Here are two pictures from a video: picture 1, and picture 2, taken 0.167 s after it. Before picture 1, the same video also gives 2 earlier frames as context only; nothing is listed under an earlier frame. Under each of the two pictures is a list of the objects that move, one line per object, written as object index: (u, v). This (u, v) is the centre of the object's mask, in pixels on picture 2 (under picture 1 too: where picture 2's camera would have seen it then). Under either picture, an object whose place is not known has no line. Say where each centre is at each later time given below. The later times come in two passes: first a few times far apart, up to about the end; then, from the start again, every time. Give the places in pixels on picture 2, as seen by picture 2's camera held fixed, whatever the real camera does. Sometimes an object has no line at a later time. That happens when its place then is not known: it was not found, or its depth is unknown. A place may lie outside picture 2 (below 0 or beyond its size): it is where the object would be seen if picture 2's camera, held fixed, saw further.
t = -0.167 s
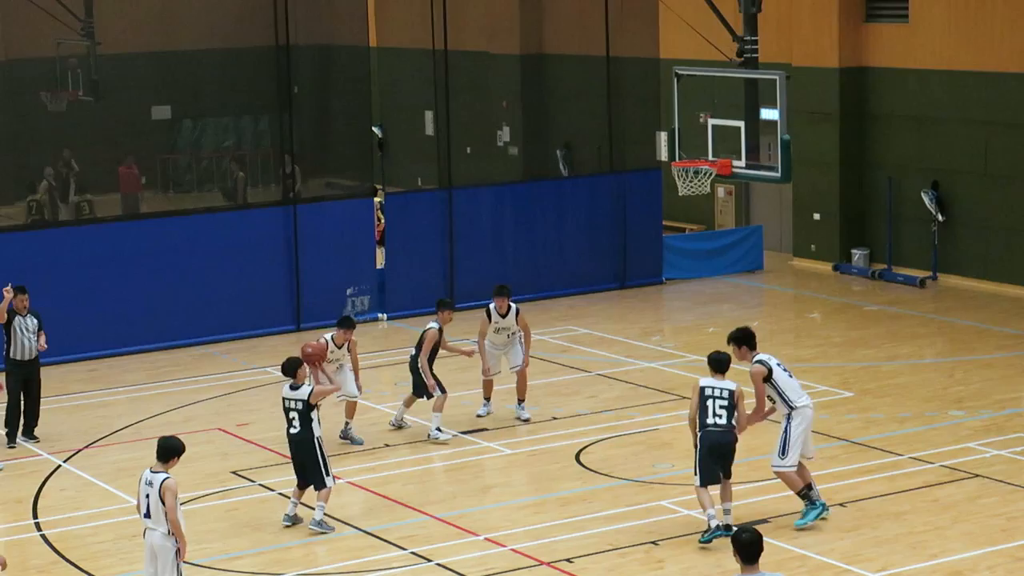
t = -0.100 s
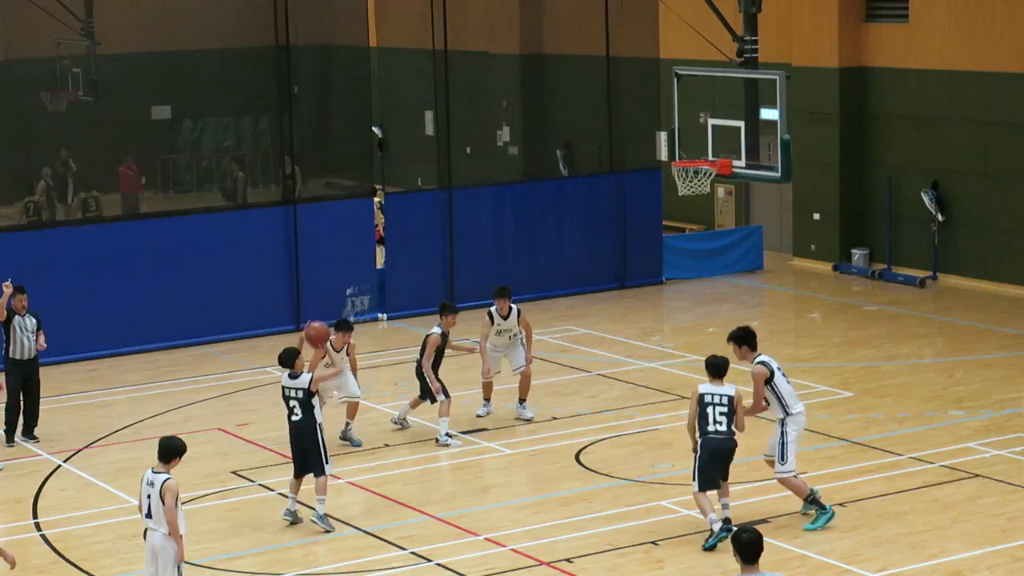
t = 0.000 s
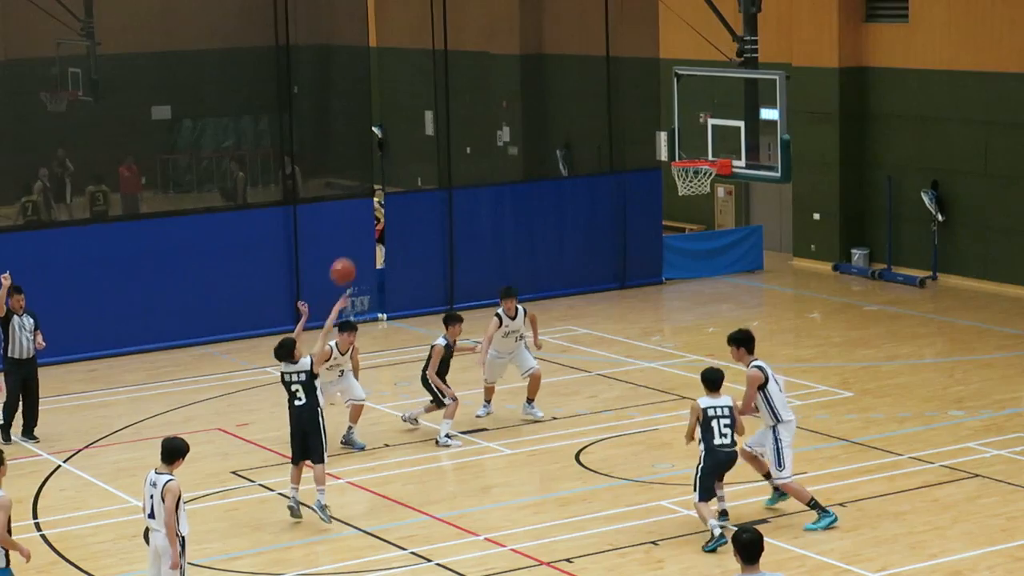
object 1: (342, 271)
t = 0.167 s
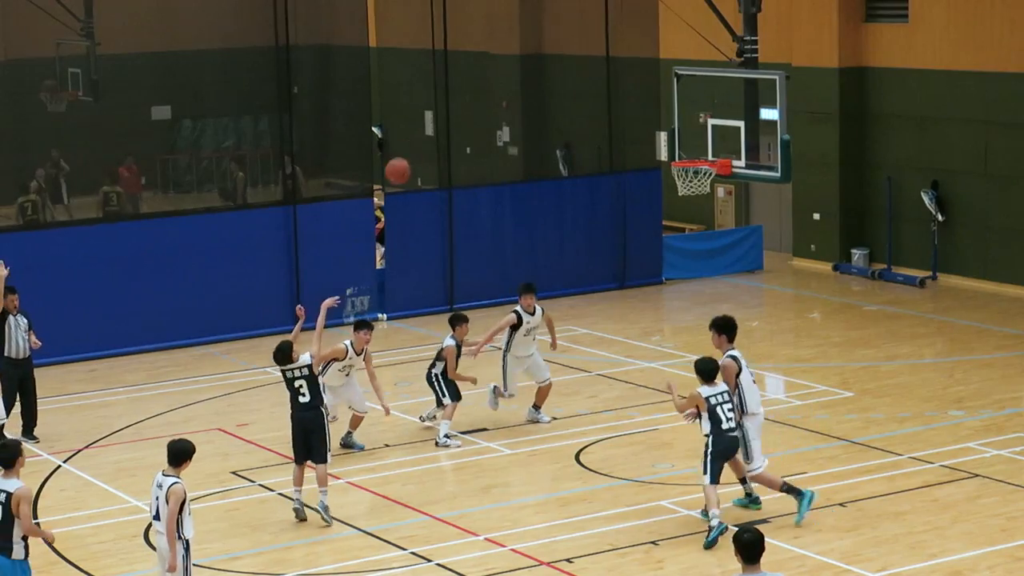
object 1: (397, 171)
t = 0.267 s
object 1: (430, 125)
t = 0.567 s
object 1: (527, 52)
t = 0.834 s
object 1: (610, 64)
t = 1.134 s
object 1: (696, 149)
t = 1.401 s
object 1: (731, 83)
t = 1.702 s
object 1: (772, 87)
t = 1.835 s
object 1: (792, 119)
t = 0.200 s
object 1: (408, 154)
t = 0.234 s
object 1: (419, 140)
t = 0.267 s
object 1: (430, 125)
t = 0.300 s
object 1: (442, 112)
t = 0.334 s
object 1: (452, 101)
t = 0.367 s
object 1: (463, 90)
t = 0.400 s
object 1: (473, 82)
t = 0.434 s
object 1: (484, 73)
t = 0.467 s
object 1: (495, 66)
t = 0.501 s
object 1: (506, 60)
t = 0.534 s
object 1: (516, 55)
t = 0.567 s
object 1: (527, 52)
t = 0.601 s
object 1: (537, 50)
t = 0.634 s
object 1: (548, 48)
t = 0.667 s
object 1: (558, 48)
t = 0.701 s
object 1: (569, 49)
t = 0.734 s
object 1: (578, 51)
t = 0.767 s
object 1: (590, 54)
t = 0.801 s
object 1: (600, 58)
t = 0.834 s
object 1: (610, 64)
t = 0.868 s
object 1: (620, 70)
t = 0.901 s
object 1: (630, 77)
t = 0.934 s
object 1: (640, 86)
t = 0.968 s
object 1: (649, 95)
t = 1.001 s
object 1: (660, 105)
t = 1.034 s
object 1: (669, 116)
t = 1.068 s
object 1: (679, 129)
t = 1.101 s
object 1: (688, 142)
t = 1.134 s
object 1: (696, 149)
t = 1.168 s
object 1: (700, 136)
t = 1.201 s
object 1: (704, 125)
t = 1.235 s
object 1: (709, 116)
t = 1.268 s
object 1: (713, 107)
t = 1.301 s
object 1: (717, 99)
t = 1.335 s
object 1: (722, 92)
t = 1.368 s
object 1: (726, 88)
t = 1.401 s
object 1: (731, 83)
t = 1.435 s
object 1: (735, 78)
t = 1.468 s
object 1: (739, 76)
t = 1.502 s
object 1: (744, 74)
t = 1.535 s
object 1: (749, 74)
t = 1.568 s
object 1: (753, 74)
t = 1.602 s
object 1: (758, 75)
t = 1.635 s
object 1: (762, 78)
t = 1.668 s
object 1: (767, 82)
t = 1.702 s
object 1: (772, 87)
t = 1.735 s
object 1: (776, 93)
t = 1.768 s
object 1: (782, 100)
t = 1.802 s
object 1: (787, 109)
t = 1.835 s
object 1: (792, 119)
